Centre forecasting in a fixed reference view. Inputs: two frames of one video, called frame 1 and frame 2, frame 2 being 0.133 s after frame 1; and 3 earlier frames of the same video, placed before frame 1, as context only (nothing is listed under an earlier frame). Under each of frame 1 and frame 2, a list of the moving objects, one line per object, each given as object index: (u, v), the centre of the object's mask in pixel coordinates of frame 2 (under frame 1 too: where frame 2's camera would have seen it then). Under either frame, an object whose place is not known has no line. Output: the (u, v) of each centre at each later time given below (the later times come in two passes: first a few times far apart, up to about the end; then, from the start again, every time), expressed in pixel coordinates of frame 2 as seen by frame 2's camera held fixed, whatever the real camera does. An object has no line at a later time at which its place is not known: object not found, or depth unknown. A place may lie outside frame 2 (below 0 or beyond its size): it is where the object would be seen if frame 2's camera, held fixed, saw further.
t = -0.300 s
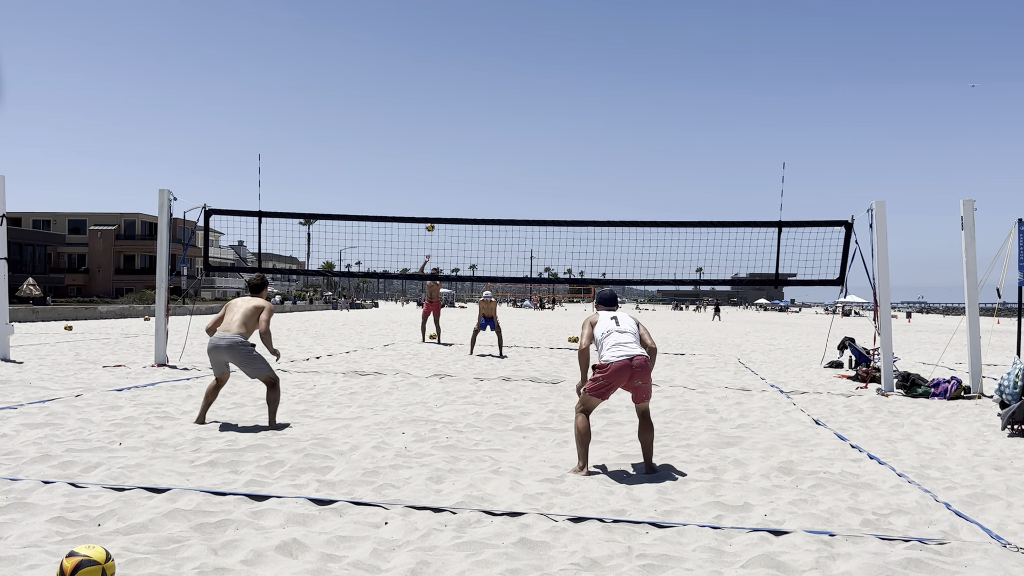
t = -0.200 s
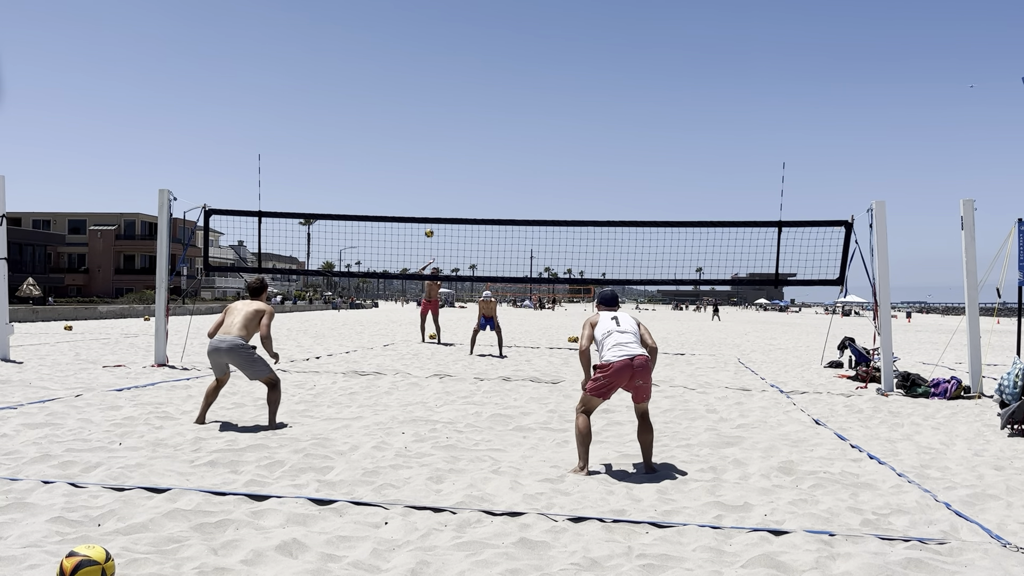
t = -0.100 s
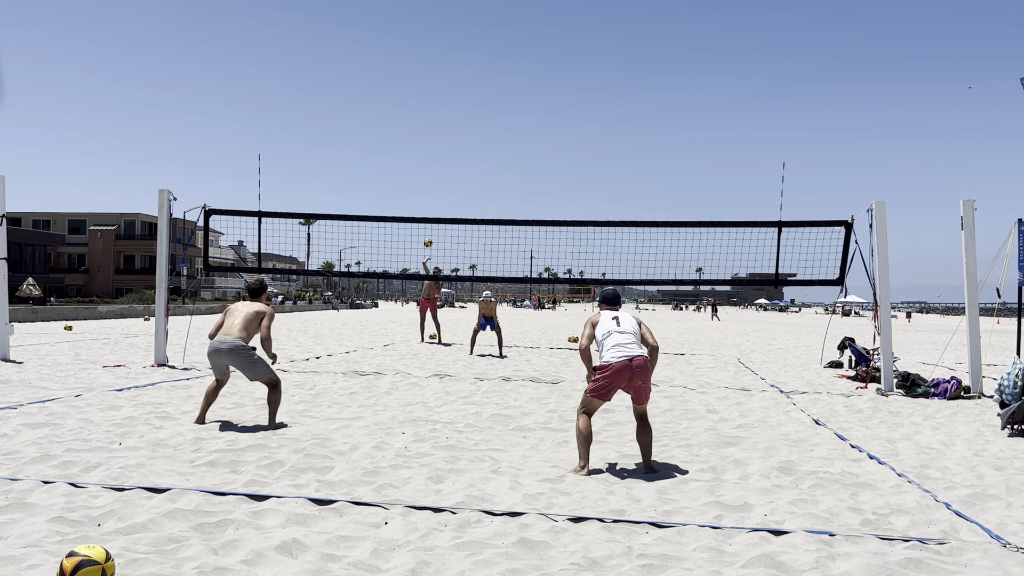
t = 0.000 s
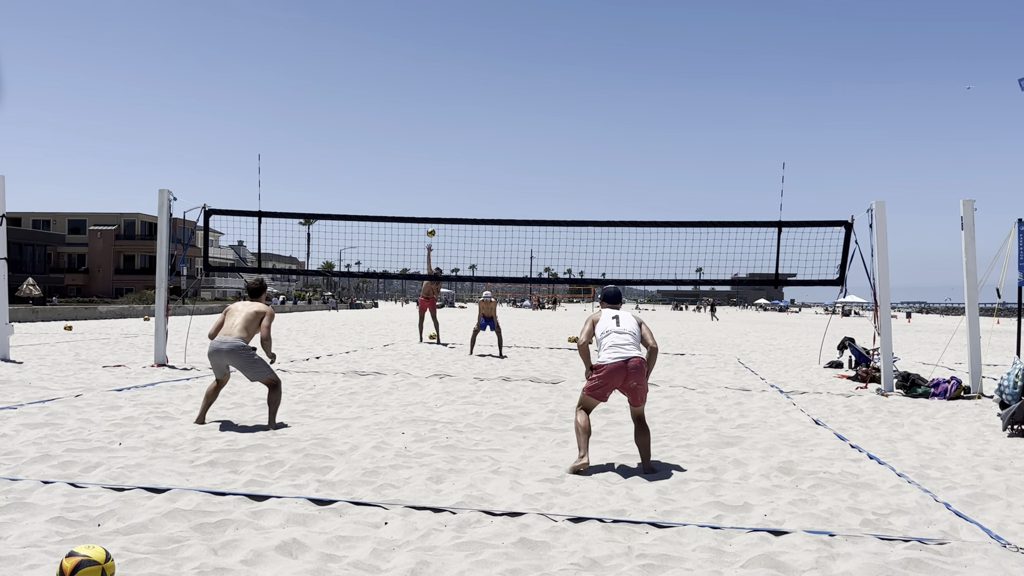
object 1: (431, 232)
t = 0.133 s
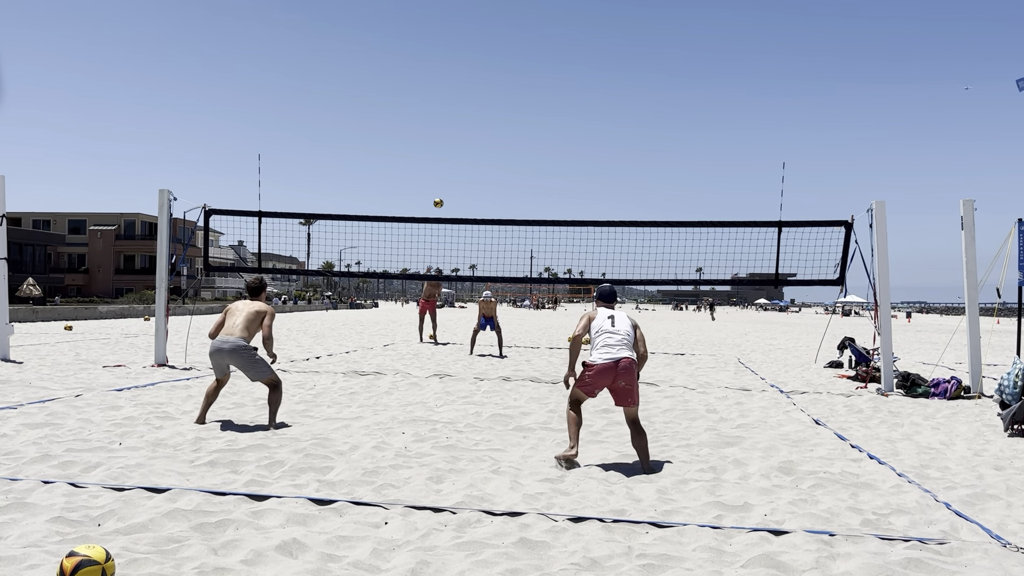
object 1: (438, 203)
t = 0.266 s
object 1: (445, 178)
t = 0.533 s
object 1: (459, 153)
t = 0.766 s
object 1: (471, 171)
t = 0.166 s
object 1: (440, 196)
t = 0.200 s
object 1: (442, 189)
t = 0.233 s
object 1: (443, 183)
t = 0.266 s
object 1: (445, 178)
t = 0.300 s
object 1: (447, 173)
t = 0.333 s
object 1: (448, 168)
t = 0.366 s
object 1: (450, 164)
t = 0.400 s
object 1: (452, 161)
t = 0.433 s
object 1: (454, 158)
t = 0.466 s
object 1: (456, 156)
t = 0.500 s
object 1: (457, 154)
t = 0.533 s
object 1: (459, 153)
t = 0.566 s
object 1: (461, 153)
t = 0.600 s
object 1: (463, 154)
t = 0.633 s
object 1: (465, 155)
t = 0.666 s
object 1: (467, 158)
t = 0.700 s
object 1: (468, 161)
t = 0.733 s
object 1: (470, 165)
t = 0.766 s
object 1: (471, 171)
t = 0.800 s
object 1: (472, 178)
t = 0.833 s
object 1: (473, 186)
